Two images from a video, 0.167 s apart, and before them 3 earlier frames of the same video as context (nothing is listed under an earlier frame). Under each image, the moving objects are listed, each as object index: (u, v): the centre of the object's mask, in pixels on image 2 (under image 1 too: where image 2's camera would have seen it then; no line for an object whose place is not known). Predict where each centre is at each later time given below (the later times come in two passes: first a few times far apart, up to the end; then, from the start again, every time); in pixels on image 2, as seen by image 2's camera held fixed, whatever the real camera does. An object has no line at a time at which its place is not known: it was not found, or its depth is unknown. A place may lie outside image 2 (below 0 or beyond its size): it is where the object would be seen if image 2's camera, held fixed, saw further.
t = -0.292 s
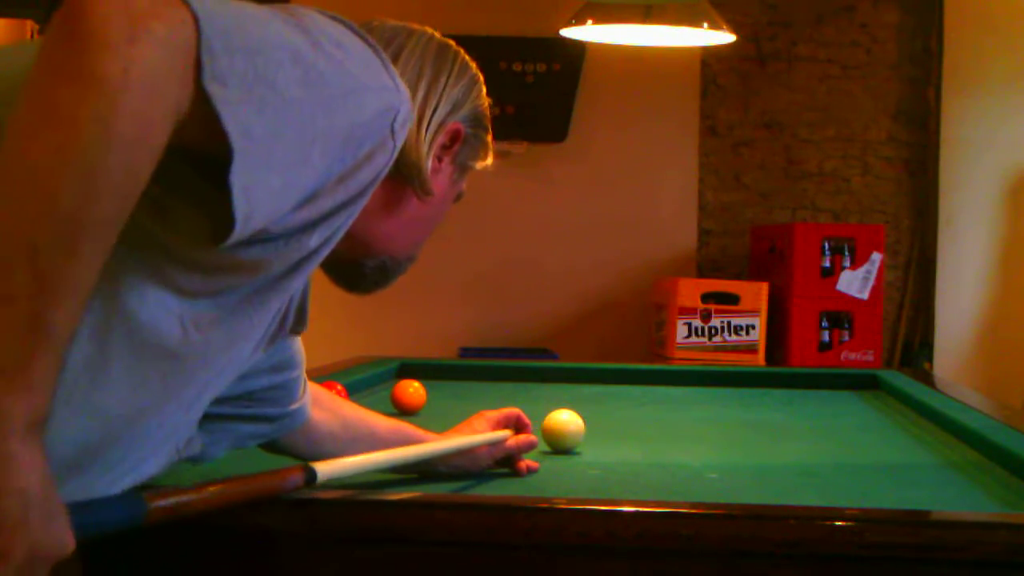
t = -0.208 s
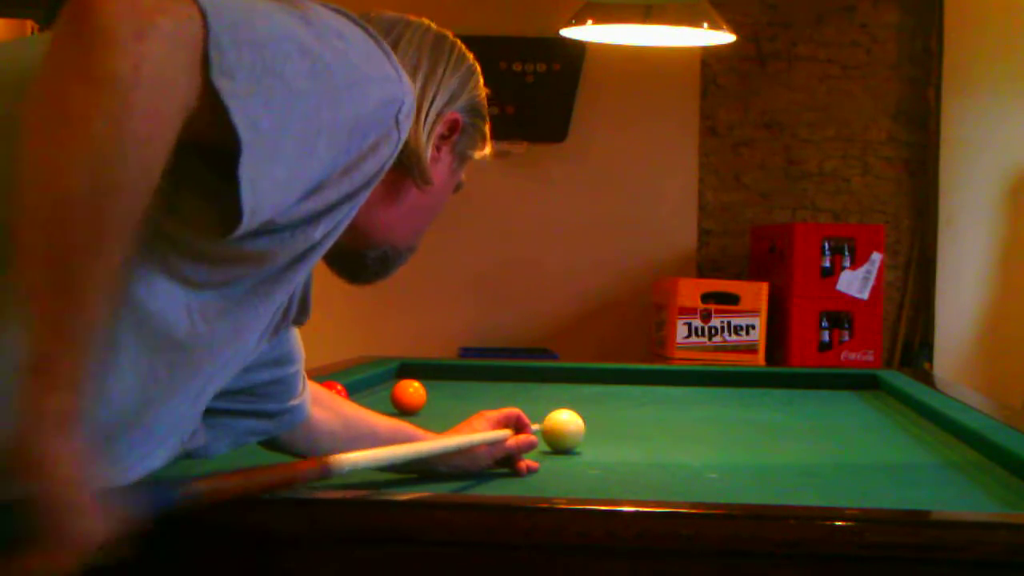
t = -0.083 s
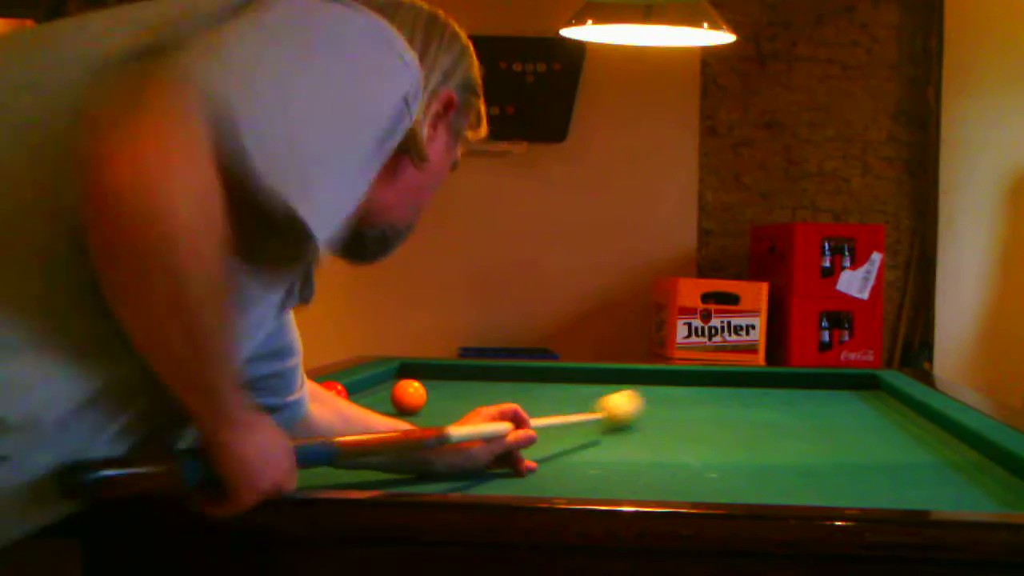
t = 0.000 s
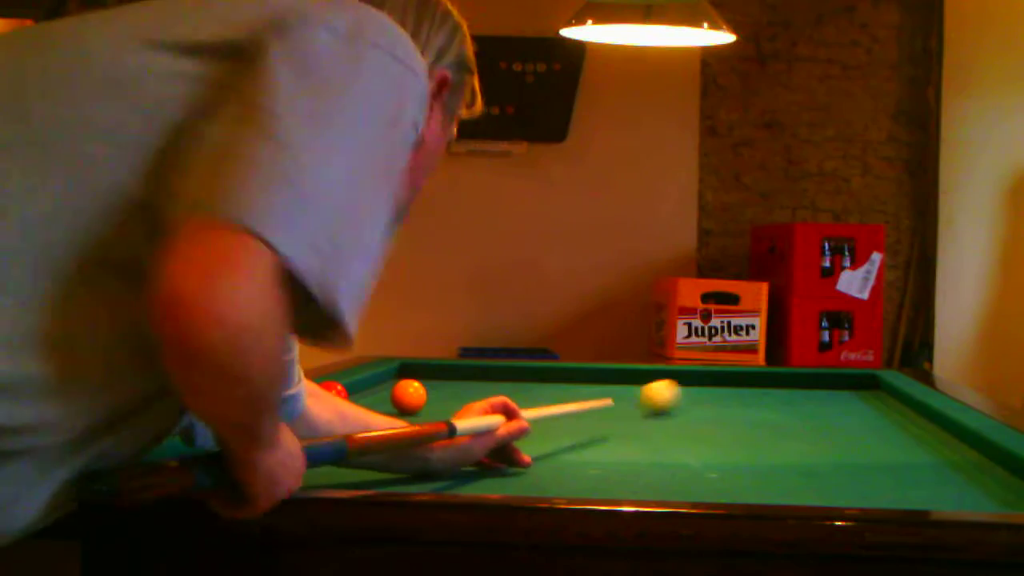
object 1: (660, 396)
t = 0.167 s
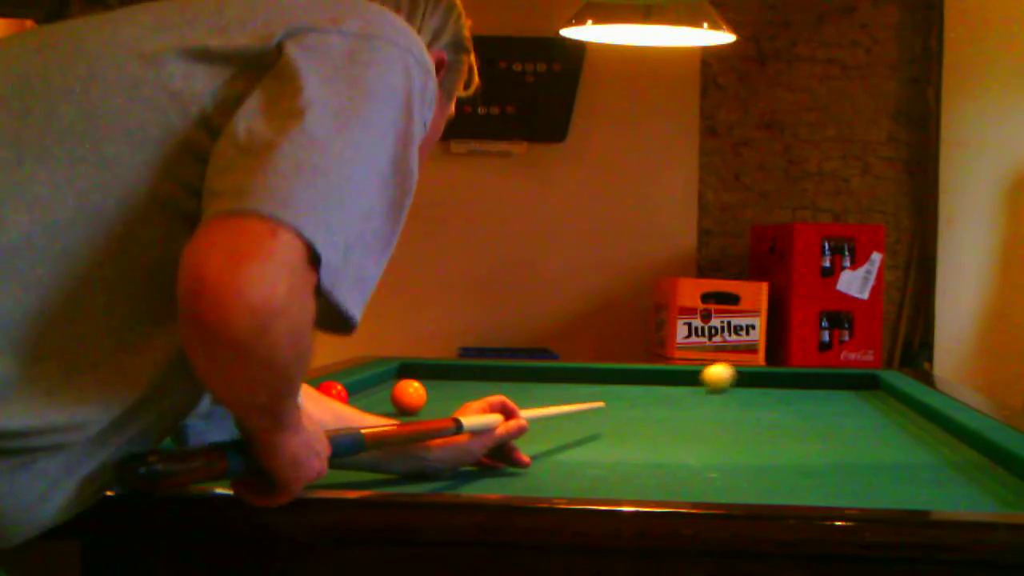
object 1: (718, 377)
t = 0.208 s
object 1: (730, 374)
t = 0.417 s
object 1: (801, 394)
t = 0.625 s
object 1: (897, 420)
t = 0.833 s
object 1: (950, 448)
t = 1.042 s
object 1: (947, 480)
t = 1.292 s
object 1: (877, 488)
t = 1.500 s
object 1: (763, 469)
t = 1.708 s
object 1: (673, 448)
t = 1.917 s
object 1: (600, 430)
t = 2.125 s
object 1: (539, 416)
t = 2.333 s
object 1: (488, 404)
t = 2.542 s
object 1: (444, 394)
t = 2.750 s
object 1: (405, 377)
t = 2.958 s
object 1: (387, 376)
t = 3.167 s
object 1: (427, 373)
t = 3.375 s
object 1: (461, 371)
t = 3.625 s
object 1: (497, 369)
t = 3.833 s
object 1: (525, 372)
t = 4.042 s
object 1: (553, 375)
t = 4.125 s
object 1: (564, 376)
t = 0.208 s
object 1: (730, 374)
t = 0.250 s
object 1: (742, 375)
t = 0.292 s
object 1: (756, 380)
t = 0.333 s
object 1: (770, 384)
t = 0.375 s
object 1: (785, 390)
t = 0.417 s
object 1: (801, 394)
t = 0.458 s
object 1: (818, 399)
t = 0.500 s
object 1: (836, 404)
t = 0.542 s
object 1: (855, 410)
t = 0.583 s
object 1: (875, 414)
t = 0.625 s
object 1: (897, 420)
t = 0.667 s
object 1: (920, 426)
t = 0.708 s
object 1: (941, 429)
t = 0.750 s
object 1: (953, 437)
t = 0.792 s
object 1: (951, 442)
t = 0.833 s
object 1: (950, 448)
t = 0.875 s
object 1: (950, 453)
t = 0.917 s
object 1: (949, 459)
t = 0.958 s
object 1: (948, 466)
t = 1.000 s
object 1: (948, 473)
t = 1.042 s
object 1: (947, 480)
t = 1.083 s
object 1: (946, 485)
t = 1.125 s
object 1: (946, 490)
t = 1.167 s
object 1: (945, 494)
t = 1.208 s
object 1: (935, 496)
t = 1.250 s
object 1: (906, 492)
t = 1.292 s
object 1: (877, 488)
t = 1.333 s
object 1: (850, 484)
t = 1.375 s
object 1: (826, 481)
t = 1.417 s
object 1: (803, 477)
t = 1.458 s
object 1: (783, 472)
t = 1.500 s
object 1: (763, 469)
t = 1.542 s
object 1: (743, 464)
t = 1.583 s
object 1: (725, 460)
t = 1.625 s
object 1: (706, 455)
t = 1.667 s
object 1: (689, 451)
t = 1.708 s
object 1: (673, 448)
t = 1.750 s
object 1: (657, 444)
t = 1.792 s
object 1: (642, 440)
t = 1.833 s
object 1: (627, 436)
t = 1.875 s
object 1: (613, 433)
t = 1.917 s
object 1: (600, 430)
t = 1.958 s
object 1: (587, 427)
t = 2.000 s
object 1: (574, 424)
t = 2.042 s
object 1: (562, 421)
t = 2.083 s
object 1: (551, 419)
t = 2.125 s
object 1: (539, 416)
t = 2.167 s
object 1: (528, 414)
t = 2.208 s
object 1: (518, 411)
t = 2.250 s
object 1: (508, 409)
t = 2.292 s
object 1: (497, 407)
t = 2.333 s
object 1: (488, 404)
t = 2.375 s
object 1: (479, 402)
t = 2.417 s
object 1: (469, 400)
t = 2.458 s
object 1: (460, 398)
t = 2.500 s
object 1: (452, 396)
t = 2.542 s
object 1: (444, 394)
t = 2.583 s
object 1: (438, 392)
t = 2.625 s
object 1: (433, 389)
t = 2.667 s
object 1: (426, 383)
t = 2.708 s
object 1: (416, 379)
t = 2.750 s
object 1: (405, 377)
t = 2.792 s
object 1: (396, 378)
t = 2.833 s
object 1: (389, 379)
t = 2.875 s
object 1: (384, 379)
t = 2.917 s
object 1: (380, 378)
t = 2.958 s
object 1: (387, 376)
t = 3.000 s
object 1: (394, 374)
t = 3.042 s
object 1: (402, 372)
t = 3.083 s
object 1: (411, 371)
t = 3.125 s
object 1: (419, 372)
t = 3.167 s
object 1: (427, 373)
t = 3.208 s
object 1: (433, 373)
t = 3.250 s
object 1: (440, 372)
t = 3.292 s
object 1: (447, 372)
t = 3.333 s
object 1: (454, 371)
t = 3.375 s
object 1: (461, 371)
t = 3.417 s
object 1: (468, 370)
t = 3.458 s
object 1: (474, 369)
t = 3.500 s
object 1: (480, 369)
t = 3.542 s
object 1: (486, 368)
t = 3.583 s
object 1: (492, 368)
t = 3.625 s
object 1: (497, 369)
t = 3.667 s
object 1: (503, 370)
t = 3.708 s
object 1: (508, 371)
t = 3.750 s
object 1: (514, 371)
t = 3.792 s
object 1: (519, 371)
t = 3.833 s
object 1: (525, 372)
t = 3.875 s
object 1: (531, 373)
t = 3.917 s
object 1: (536, 373)
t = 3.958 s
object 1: (542, 374)
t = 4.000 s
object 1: (547, 375)
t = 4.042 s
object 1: (553, 375)
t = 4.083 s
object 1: (559, 376)
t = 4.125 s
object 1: (564, 376)
